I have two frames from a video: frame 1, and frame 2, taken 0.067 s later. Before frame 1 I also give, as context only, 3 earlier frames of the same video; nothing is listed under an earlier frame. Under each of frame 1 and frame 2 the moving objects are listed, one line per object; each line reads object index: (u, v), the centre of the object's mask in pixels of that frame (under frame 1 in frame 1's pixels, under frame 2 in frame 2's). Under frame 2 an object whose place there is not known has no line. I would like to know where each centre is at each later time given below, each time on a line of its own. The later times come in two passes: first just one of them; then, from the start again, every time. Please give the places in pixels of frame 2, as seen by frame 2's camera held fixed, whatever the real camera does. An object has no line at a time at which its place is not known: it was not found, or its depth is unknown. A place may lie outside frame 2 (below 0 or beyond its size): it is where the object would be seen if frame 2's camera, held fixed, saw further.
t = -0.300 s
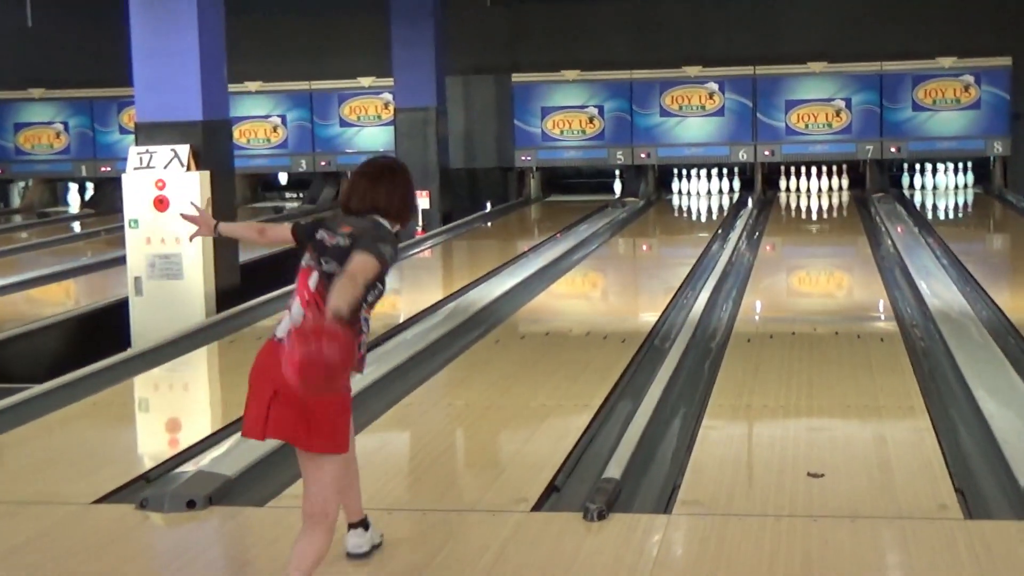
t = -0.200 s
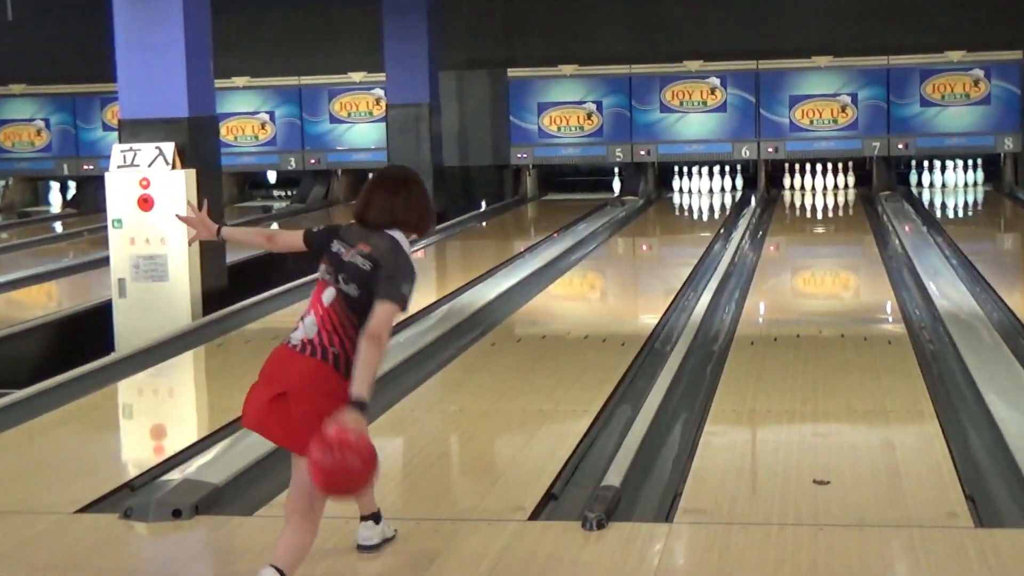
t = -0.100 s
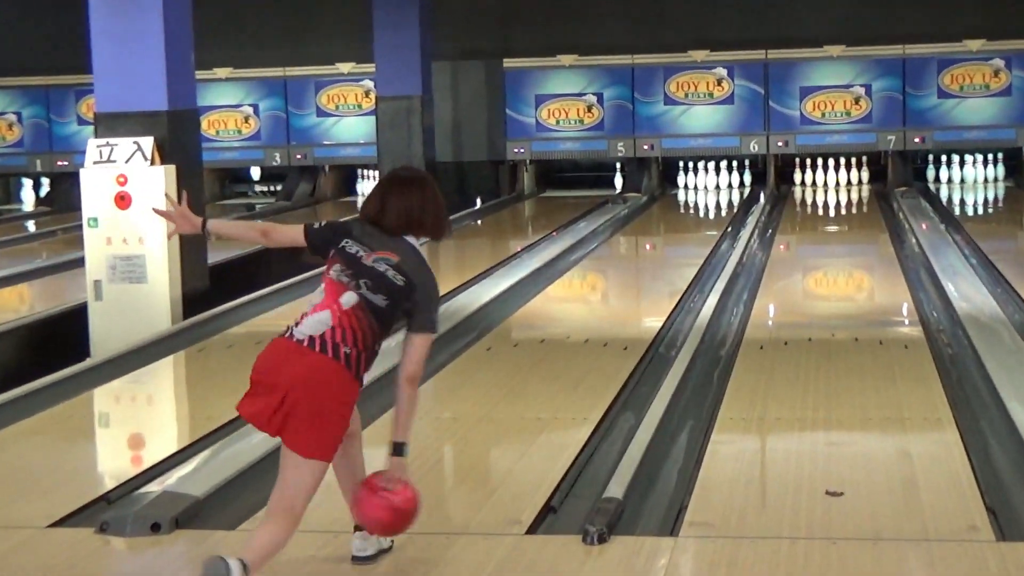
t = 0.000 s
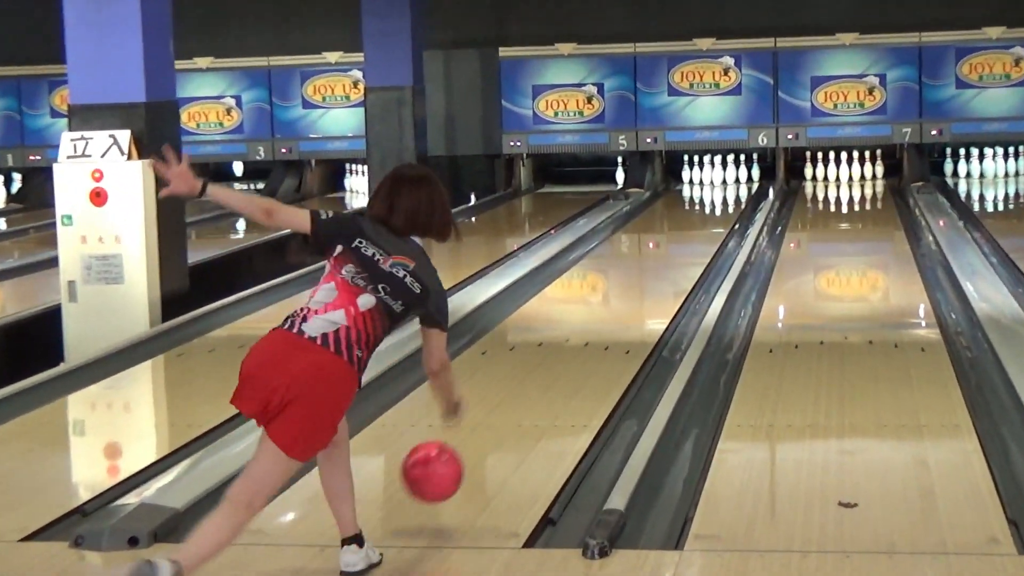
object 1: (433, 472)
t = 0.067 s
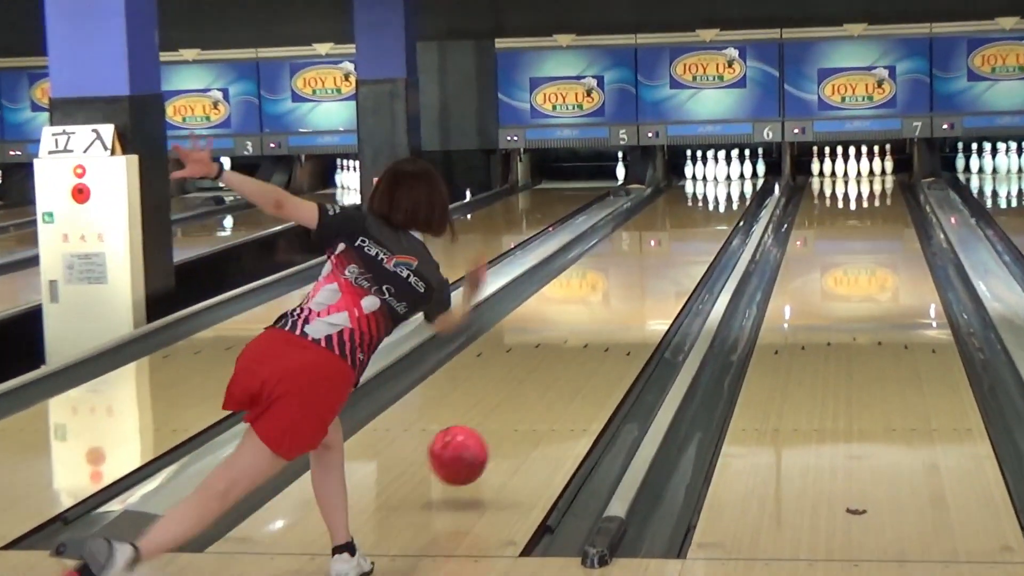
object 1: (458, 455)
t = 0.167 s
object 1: (499, 436)
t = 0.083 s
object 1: (465, 452)
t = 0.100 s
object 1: (473, 449)
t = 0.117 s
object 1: (480, 447)
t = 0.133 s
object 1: (486, 447)
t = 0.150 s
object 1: (493, 444)
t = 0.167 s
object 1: (499, 436)
